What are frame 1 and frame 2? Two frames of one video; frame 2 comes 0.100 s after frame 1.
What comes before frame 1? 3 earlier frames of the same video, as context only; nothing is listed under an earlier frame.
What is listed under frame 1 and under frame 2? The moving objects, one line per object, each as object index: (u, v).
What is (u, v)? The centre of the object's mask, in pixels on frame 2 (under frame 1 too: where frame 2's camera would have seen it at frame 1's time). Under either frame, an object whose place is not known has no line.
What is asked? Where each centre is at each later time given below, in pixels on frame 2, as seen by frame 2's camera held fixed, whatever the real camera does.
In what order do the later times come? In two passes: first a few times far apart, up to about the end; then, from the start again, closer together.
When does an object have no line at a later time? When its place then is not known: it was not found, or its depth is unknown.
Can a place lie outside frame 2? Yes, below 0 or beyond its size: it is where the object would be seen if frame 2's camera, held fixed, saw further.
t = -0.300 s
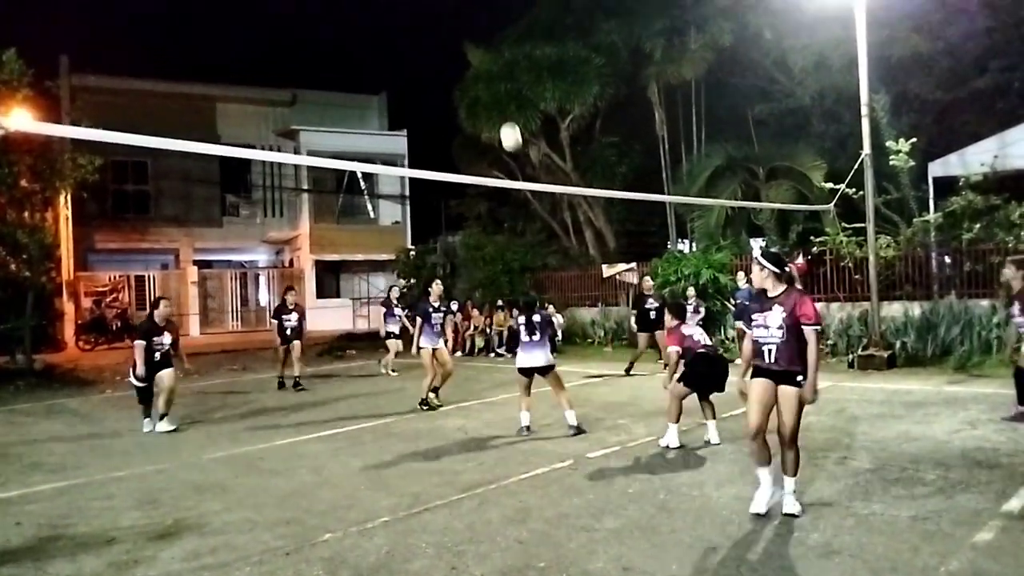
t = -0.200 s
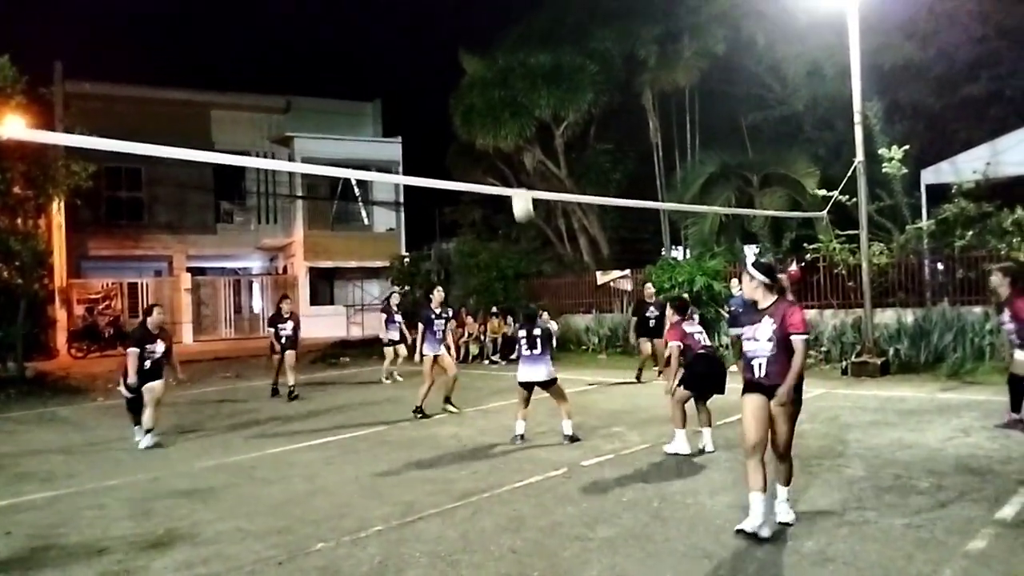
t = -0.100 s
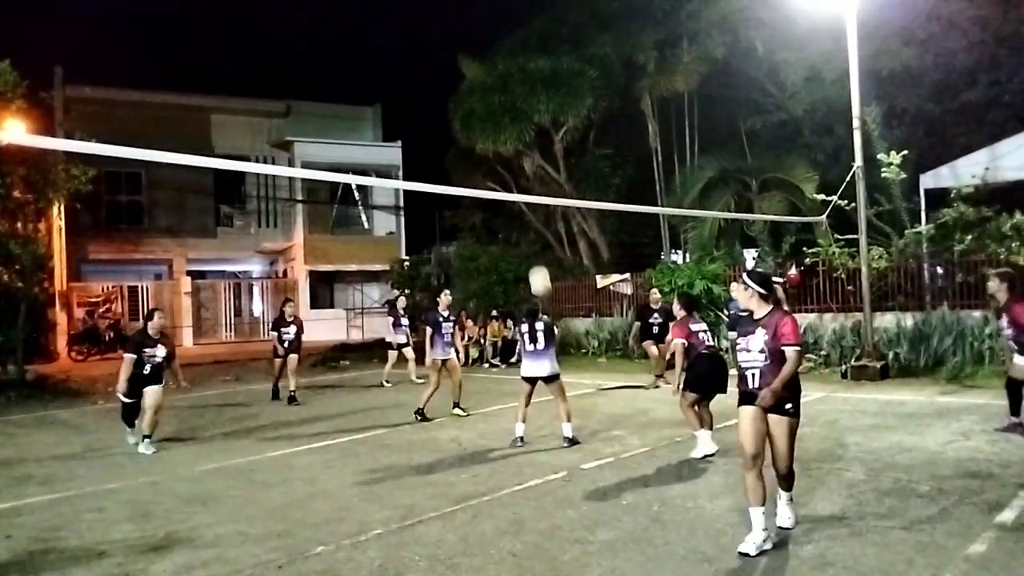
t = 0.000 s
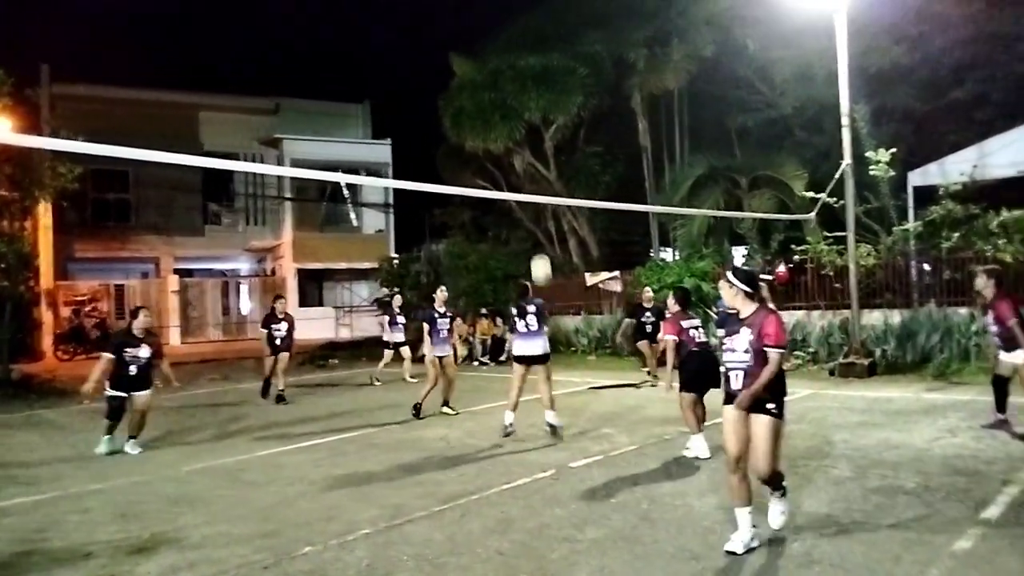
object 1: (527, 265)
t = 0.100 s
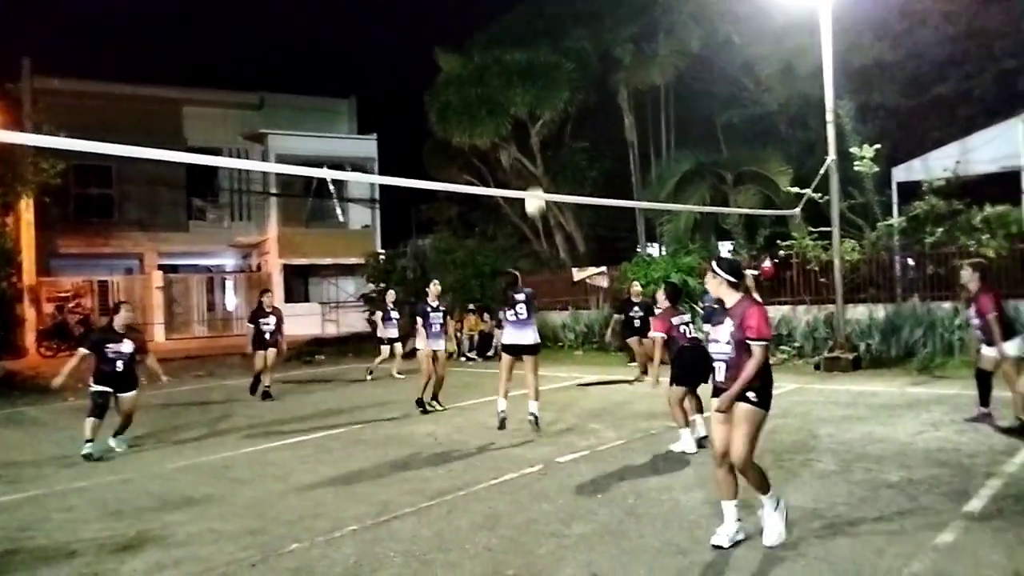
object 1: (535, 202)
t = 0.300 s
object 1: (549, 105)
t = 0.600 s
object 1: (568, 37)
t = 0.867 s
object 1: (588, 47)
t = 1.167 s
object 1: (611, 126)
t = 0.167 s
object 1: (539, 165)
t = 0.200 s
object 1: (542, 148)
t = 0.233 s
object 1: (544, 132)
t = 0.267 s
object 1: (546, 117)
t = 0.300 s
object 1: (549, 105)
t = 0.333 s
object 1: (551, 92)
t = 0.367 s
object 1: (553, 82)
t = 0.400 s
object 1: (556, 72)
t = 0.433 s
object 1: (558, 63)
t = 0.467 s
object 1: (560, 56)
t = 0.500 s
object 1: (563, 50)
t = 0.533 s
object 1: (564, 44)
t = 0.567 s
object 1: (566, 40)
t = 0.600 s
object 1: (568, 37)
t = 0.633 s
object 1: (570, 34)
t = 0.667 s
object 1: (573, 33)
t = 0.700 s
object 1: (575, 32)
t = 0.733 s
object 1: (577, 33)
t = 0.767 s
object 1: (579, 36)
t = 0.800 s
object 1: (581, 38)
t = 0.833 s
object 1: (585, 42)
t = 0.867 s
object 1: (588, 47)
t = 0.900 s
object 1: (590, 52)
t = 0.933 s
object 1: (593, 58)
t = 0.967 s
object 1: (596, 65)
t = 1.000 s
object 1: (598, 74)
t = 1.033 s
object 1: (600, 83)
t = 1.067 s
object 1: (603, 92)
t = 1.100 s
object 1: (606, 103)
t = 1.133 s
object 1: (608, 114)
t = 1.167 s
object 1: (611, 126)
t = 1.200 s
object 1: (614, 139)
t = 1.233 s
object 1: (616, 152)
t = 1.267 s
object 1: (618, 167)
